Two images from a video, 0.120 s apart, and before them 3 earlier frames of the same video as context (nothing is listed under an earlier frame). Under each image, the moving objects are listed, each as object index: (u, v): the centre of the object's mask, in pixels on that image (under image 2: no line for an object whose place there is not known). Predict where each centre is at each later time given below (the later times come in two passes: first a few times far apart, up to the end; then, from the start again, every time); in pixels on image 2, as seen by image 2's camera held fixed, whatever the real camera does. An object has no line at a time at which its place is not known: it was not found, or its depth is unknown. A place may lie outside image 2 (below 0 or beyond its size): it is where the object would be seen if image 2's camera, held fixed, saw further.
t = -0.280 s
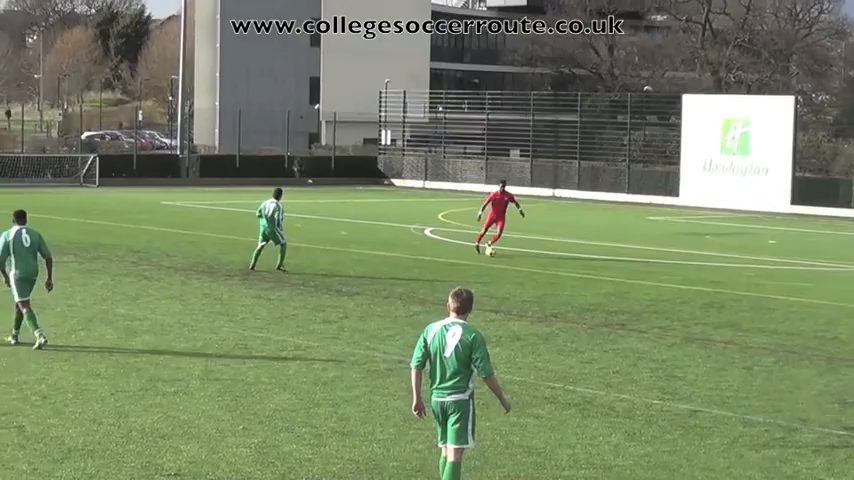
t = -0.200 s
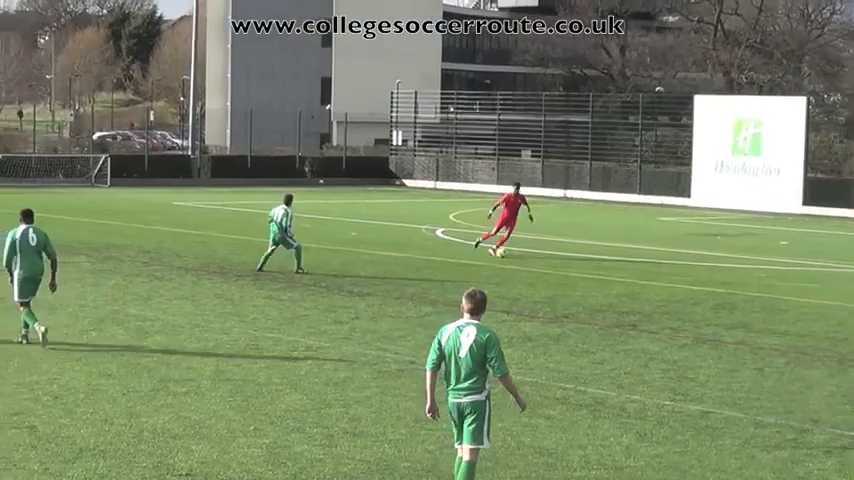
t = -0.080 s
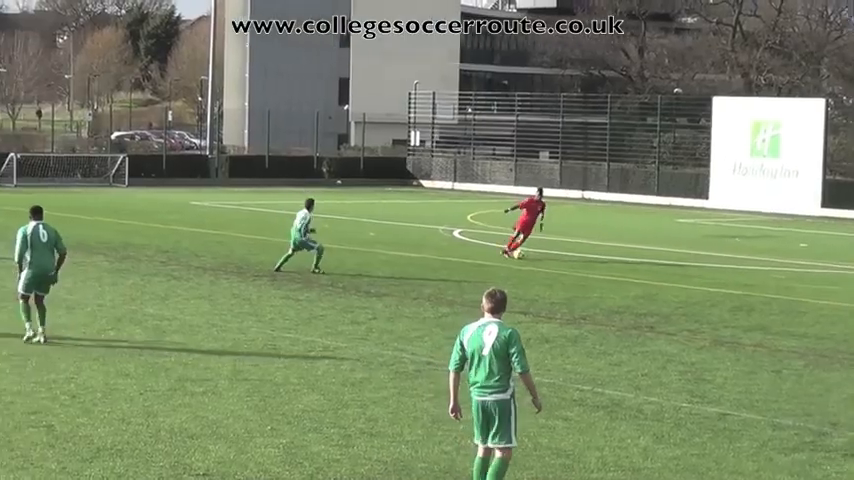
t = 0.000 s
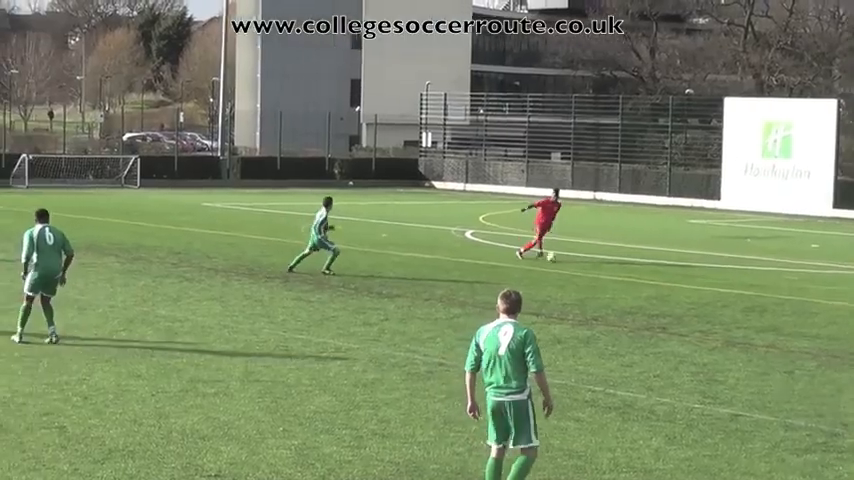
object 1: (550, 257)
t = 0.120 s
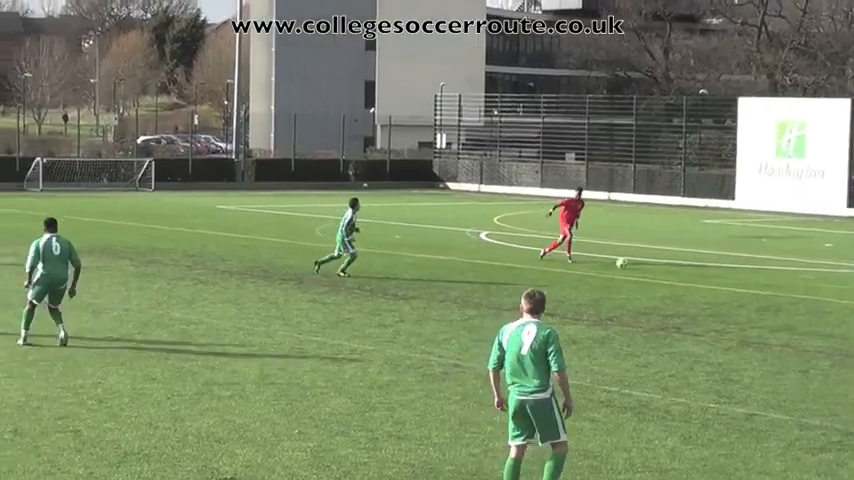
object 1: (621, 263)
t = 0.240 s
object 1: (674, 268)
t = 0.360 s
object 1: (727, 273)
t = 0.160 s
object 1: (639, 264)
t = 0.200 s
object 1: (657, 267)
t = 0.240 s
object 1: (674, 268)
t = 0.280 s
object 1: (692, 269)
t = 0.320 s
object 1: (710, 272)
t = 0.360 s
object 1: (727, 273)
